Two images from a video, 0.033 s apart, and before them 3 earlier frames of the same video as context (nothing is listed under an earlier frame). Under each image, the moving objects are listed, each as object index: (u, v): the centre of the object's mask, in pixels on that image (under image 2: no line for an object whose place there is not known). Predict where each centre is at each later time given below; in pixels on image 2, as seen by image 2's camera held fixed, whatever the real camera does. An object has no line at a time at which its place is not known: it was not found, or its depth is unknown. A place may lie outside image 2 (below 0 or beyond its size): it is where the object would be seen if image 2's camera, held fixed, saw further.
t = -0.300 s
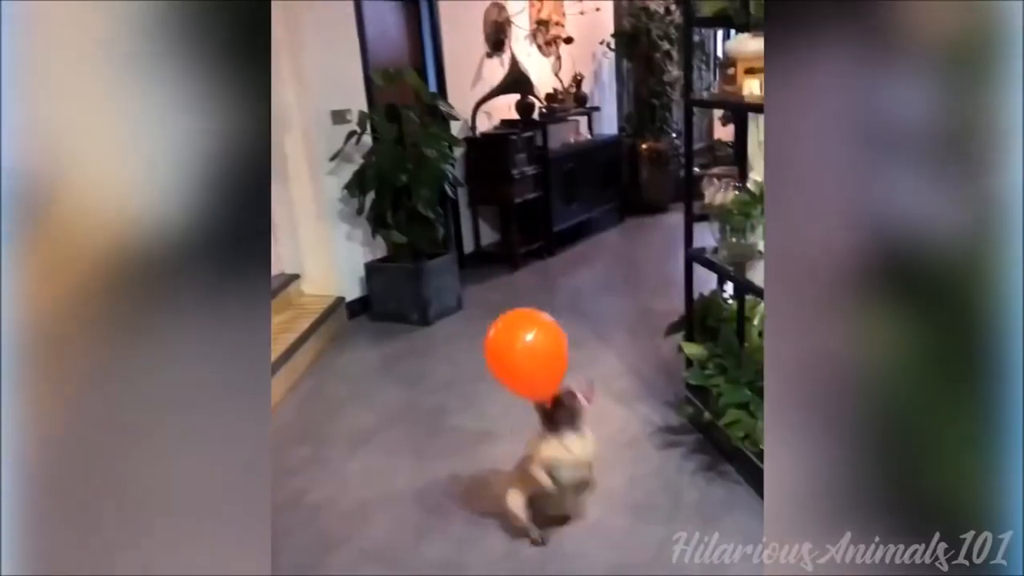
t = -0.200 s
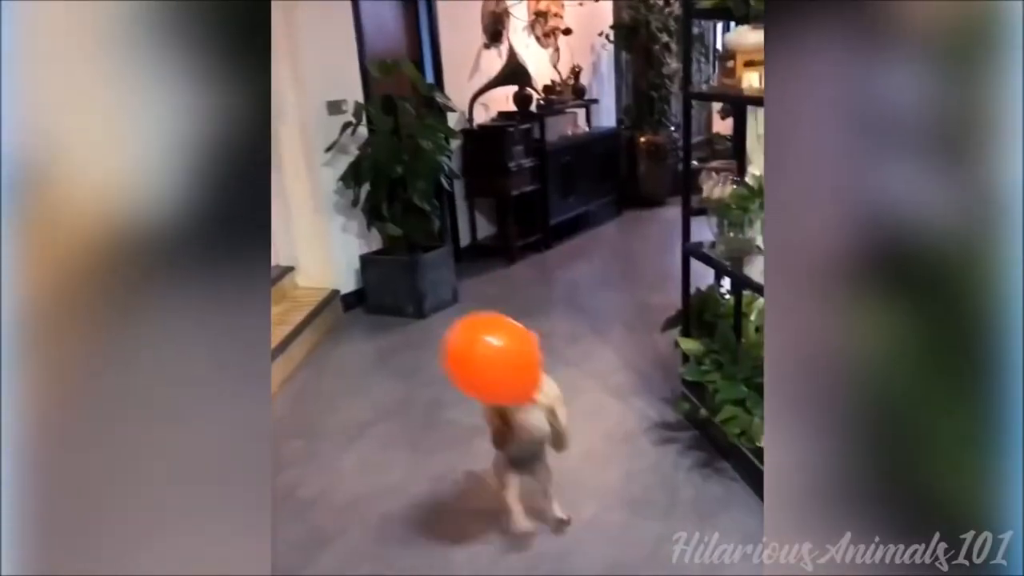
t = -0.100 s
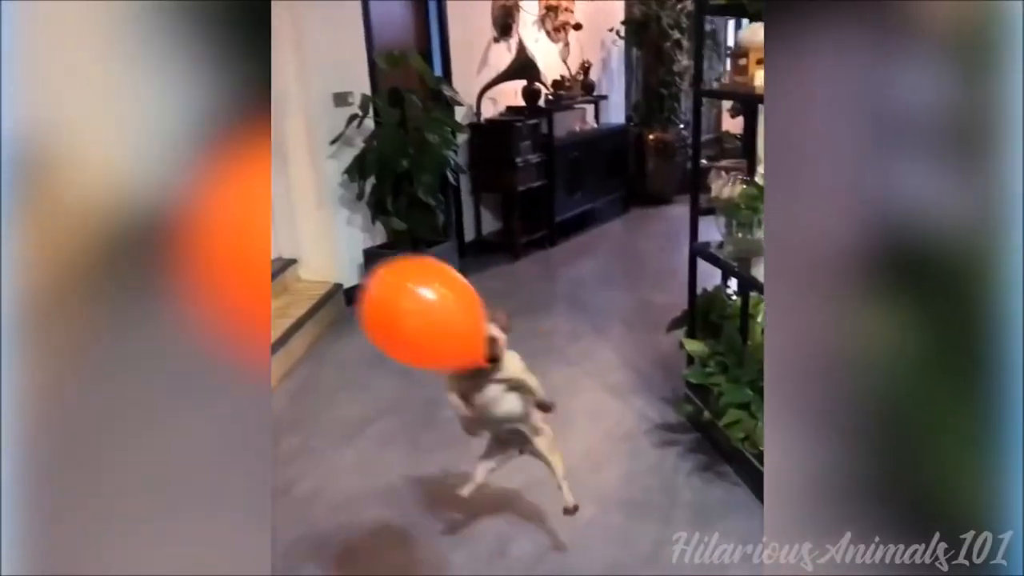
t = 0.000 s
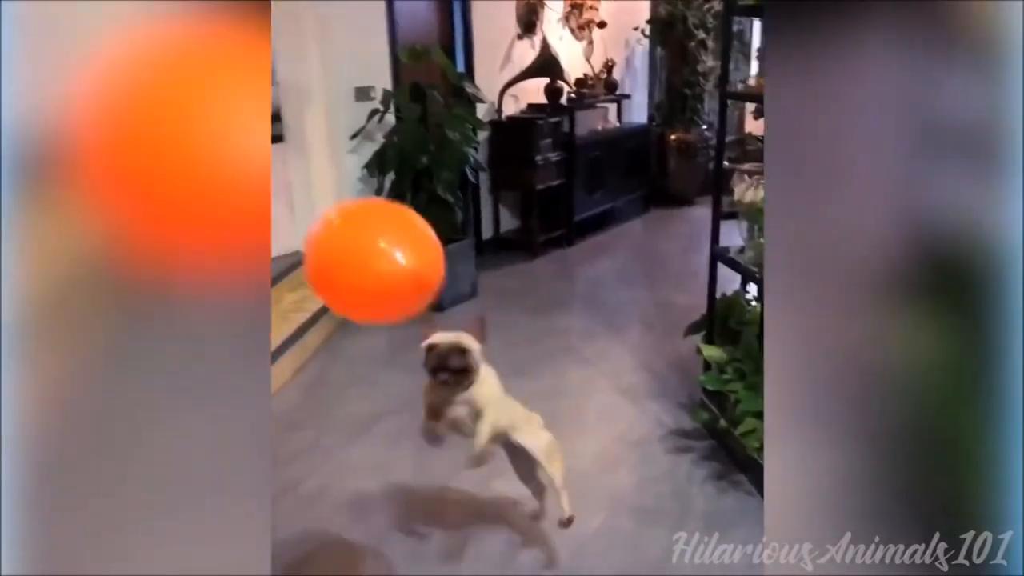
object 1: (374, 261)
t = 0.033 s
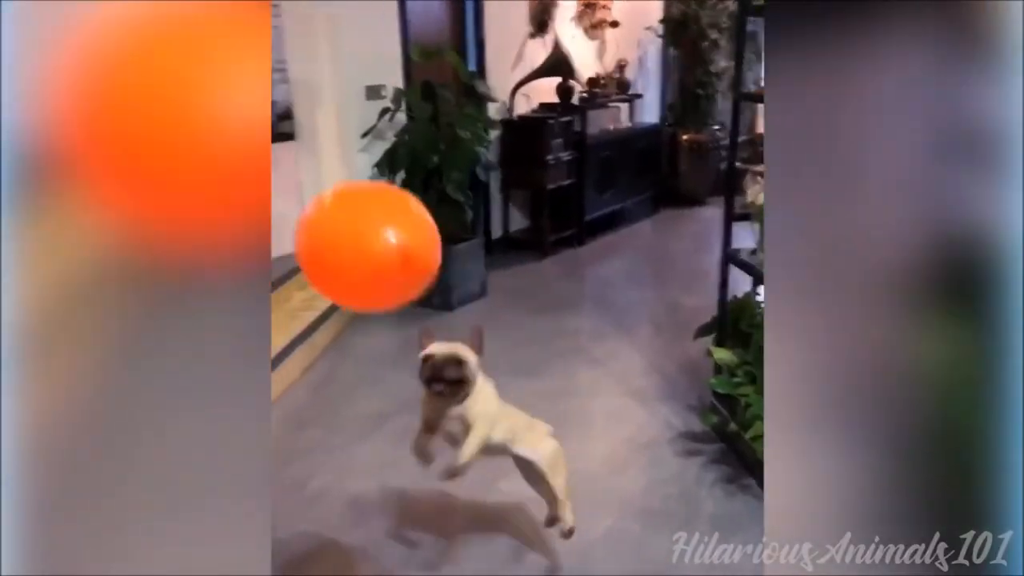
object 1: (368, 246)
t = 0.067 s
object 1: (354, 232)
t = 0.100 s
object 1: (342, 221)
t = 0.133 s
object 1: (334, 211)
